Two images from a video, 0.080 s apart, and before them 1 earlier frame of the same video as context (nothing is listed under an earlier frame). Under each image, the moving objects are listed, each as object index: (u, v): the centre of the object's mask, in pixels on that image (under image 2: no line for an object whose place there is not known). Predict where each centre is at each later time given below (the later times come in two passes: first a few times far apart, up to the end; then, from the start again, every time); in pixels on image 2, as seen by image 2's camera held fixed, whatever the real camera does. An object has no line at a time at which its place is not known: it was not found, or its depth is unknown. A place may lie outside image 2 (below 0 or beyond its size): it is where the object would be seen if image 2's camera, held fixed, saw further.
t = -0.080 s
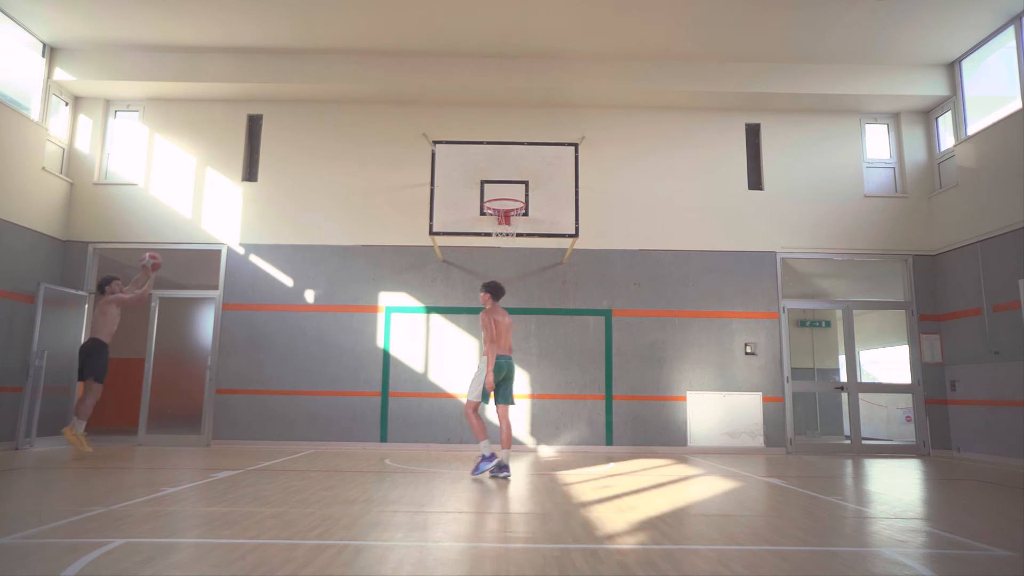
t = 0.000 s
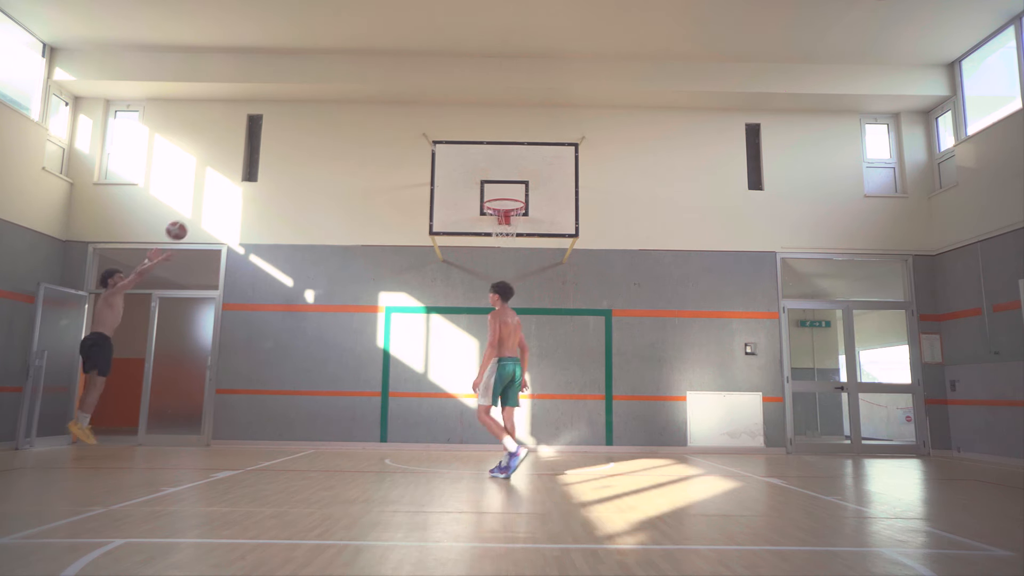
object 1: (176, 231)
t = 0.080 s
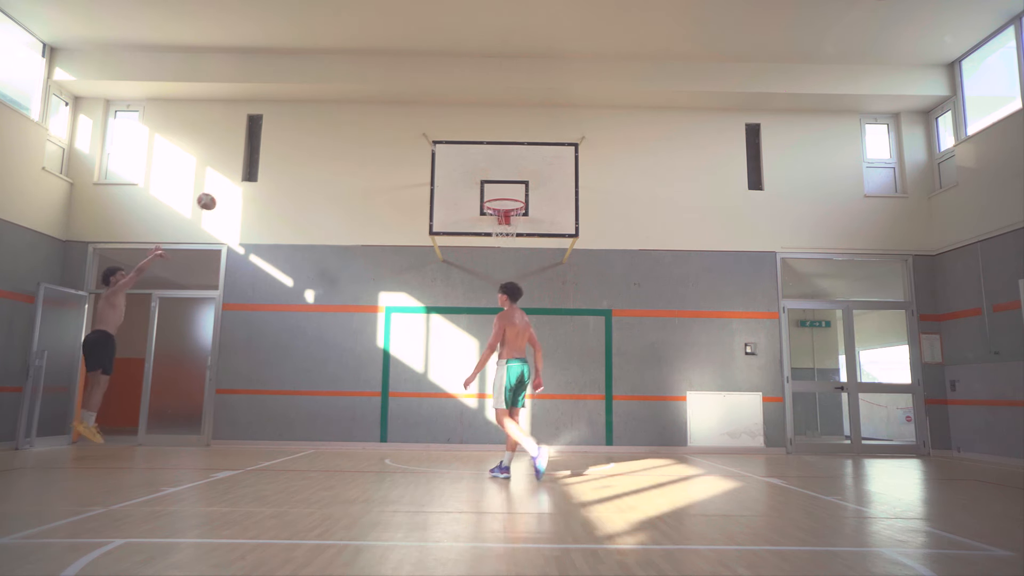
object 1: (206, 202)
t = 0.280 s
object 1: (280, 151)
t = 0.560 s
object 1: (378, 131)
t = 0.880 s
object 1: (489, 184)
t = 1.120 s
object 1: (517, 278)
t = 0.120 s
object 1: (222, 189)
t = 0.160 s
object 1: (237, 177)
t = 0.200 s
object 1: (252, 167)
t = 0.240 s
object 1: (265, 158)
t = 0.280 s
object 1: (280, 151)
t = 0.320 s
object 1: (295, 144)
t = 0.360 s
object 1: (309, 139)
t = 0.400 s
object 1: (323, 135)
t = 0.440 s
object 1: (337, 132)
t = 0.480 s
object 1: (351, 131)
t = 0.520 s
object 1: (364, 130)
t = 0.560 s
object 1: (378, 131)
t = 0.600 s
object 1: (392, 133)
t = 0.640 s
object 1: (406, 136)
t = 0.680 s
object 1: (420, 141)
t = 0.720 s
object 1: (433, 147)
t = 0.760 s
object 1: (447, 154)
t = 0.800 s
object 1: (461, 163)
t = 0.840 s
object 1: (475, 173)
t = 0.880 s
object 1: (489, 184)
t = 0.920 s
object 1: (504, 197)
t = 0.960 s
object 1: (515, 211)
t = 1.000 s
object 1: (519, 227)
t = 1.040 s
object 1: (517, 242)
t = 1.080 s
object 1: (517, 259)
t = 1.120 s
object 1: (517, 278)
